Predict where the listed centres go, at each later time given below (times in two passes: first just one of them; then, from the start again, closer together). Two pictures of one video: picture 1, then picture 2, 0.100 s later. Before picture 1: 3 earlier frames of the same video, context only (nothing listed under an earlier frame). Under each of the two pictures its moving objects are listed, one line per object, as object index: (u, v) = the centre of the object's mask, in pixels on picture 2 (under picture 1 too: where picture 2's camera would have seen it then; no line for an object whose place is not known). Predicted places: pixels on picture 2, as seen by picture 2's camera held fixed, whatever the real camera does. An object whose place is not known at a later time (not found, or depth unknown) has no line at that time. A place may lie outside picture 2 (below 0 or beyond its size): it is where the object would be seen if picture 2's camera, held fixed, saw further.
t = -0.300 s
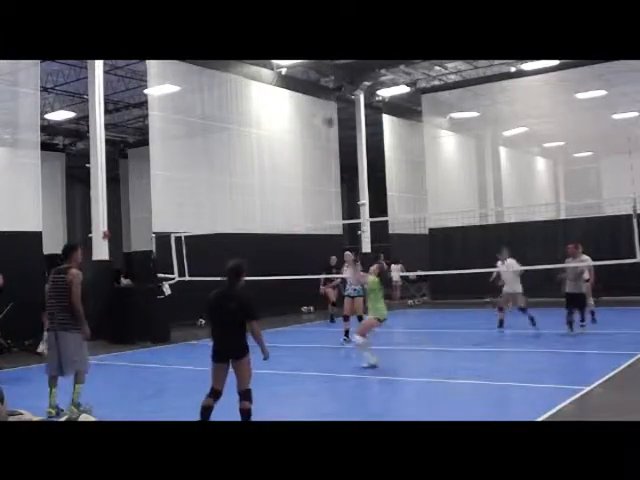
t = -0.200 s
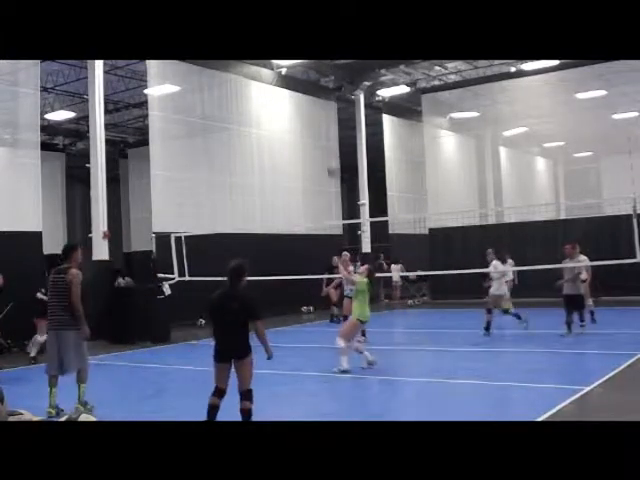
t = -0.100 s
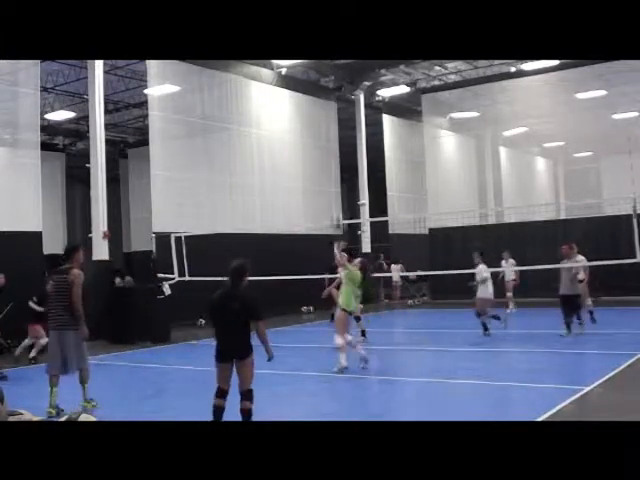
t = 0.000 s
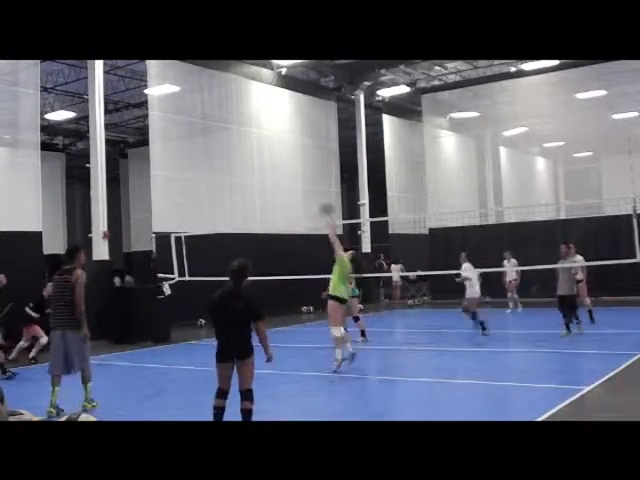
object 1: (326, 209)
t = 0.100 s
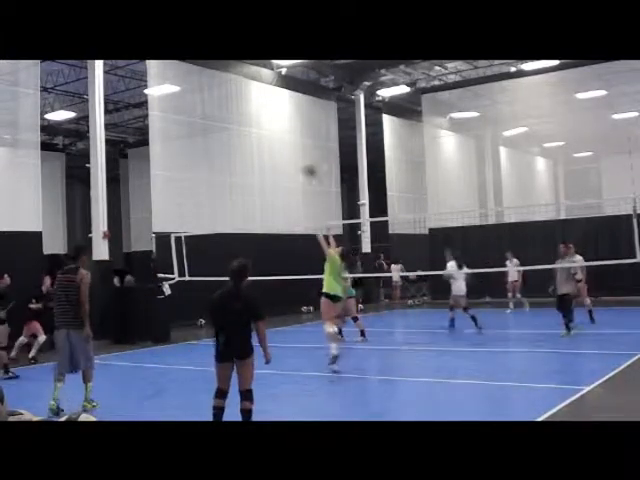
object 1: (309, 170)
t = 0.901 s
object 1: (213, 128)
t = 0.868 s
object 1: (216, 124)
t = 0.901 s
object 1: (213, 128)
